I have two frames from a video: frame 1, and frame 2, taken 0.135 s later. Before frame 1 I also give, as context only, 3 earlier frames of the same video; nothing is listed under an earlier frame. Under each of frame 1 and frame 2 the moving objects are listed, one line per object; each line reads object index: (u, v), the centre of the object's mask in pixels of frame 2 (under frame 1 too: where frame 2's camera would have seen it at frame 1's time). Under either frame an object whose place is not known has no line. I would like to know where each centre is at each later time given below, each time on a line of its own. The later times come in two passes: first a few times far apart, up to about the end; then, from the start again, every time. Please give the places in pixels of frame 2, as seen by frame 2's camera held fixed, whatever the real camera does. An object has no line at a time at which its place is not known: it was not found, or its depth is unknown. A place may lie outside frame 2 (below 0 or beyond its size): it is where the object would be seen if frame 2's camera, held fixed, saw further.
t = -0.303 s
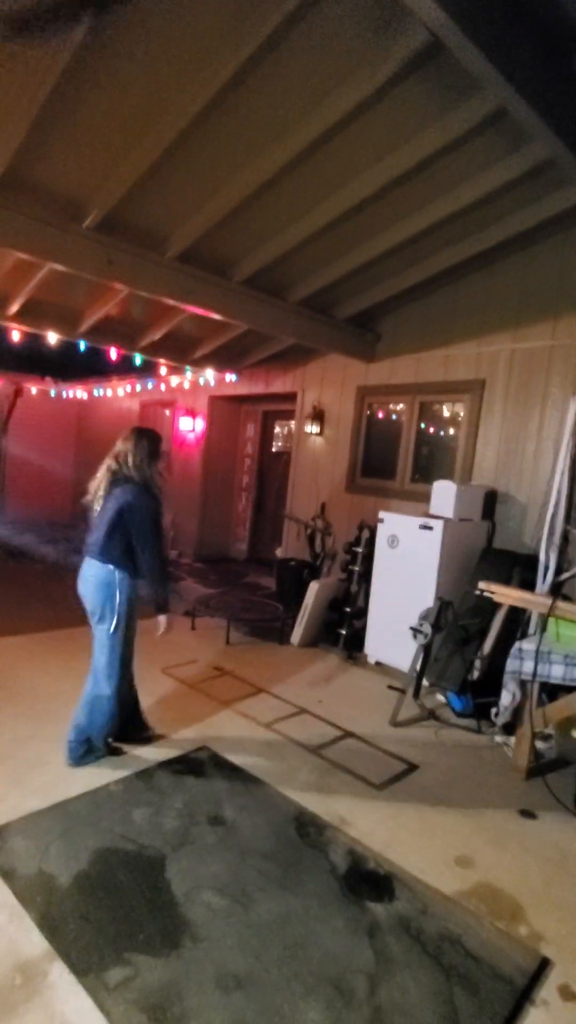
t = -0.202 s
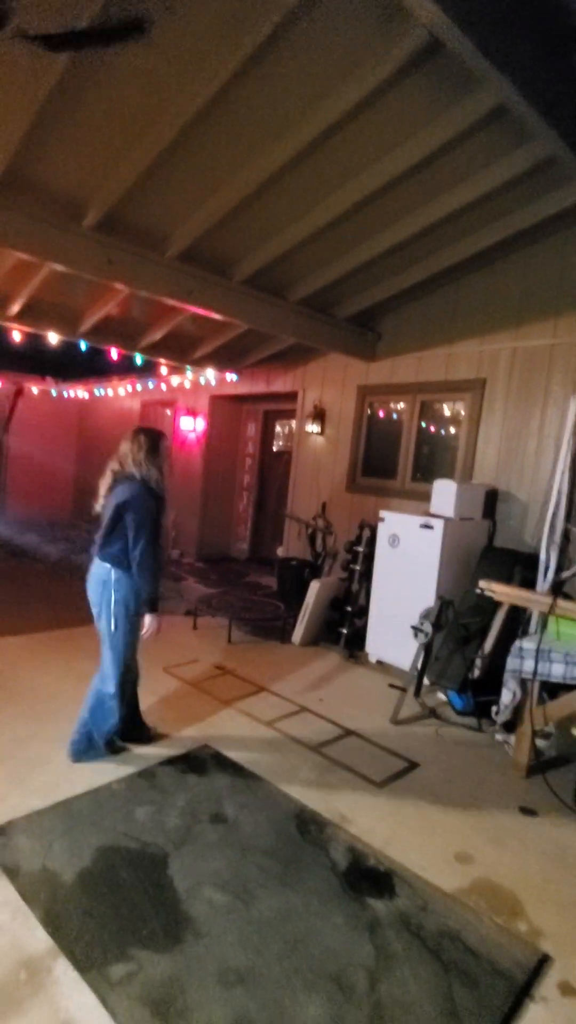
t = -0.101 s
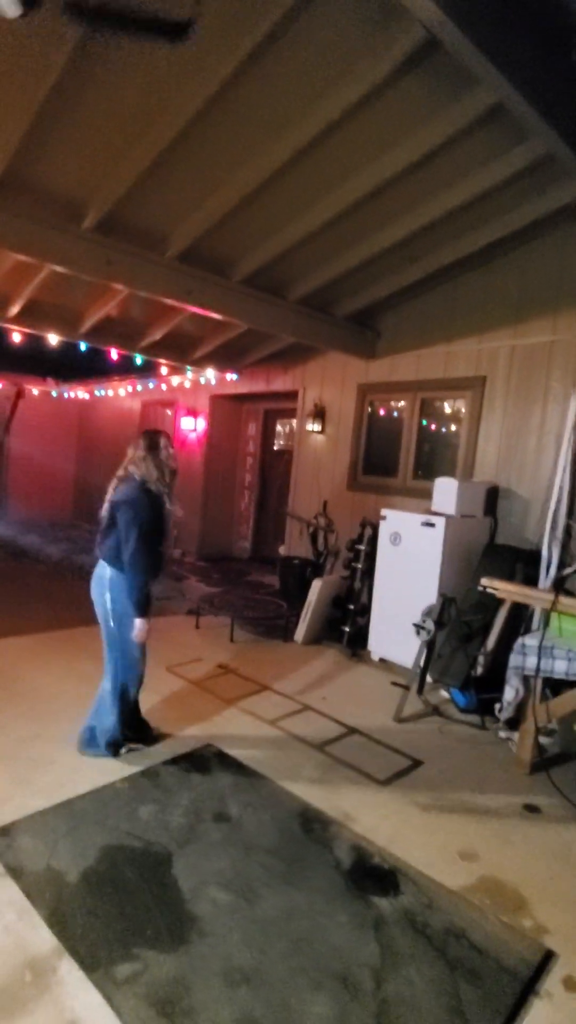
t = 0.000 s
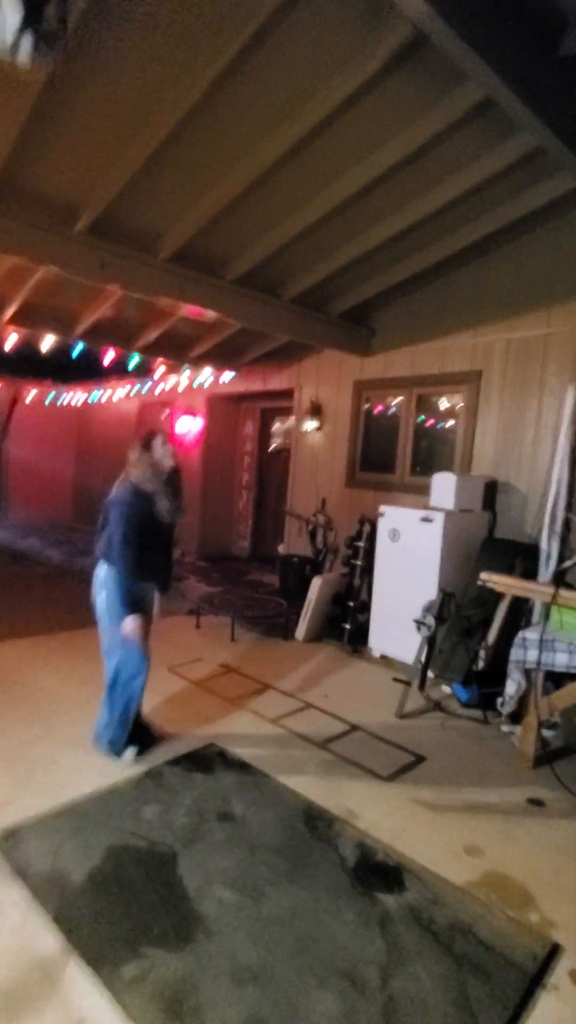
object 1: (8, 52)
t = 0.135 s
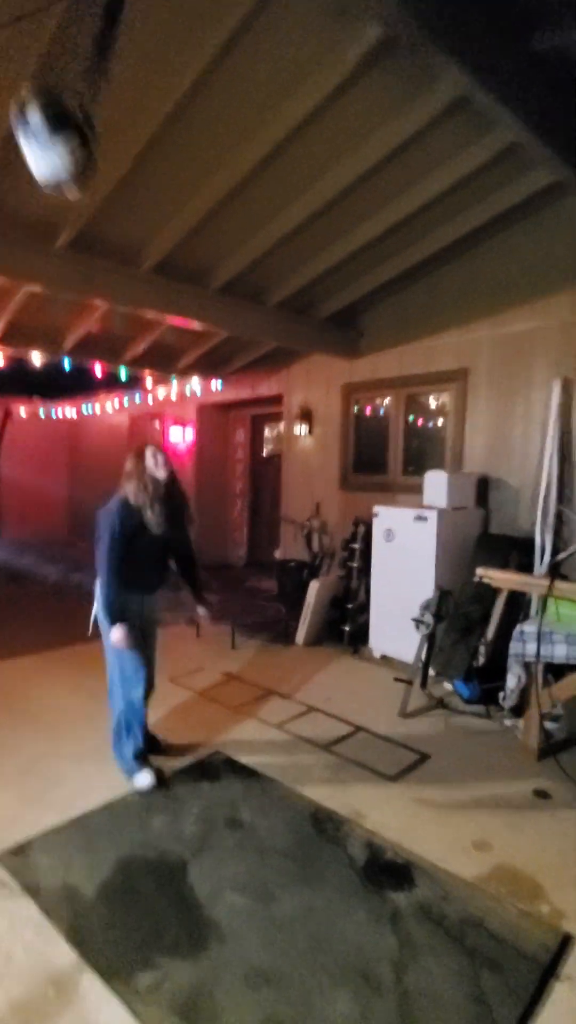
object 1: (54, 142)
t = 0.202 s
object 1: (87, 200)
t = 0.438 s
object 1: (239, 264)
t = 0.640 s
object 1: (348, 284)
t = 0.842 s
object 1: (376, 243)
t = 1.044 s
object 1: (389, 273)
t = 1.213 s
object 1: (350, 283)
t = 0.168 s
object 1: (71, 173)
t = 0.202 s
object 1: (87, 200)
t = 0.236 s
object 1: (104, 228)
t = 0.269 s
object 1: (118, 243)
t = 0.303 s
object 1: (139, 244)
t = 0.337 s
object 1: (167, 248)
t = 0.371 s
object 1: (191, 253)
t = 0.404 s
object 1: (214, 257)
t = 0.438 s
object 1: (239, 264)
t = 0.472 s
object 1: (261, 272)
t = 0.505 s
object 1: (286, 282)
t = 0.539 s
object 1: (307, 291)
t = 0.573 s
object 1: (323, 296)
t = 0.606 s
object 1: (340, 296)
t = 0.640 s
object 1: (348, 284)
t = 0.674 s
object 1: (357, 273)
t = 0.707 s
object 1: (363, 264)
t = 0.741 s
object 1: (367, 255)
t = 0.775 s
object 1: (370, 248)
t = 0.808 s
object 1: (372, 245)
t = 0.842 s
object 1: (376, 243)
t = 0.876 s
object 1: (379, 245)
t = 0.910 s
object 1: (382, 250)
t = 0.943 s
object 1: (386, 255)
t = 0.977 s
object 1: (388, 262)
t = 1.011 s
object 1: (389, 270)
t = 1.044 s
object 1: (389, 273)
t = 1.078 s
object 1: (383, 273)
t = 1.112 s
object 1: (379, 273)
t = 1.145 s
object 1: (370, 276)
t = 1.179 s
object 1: (362, 278)
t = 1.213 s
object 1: (350, 283)
